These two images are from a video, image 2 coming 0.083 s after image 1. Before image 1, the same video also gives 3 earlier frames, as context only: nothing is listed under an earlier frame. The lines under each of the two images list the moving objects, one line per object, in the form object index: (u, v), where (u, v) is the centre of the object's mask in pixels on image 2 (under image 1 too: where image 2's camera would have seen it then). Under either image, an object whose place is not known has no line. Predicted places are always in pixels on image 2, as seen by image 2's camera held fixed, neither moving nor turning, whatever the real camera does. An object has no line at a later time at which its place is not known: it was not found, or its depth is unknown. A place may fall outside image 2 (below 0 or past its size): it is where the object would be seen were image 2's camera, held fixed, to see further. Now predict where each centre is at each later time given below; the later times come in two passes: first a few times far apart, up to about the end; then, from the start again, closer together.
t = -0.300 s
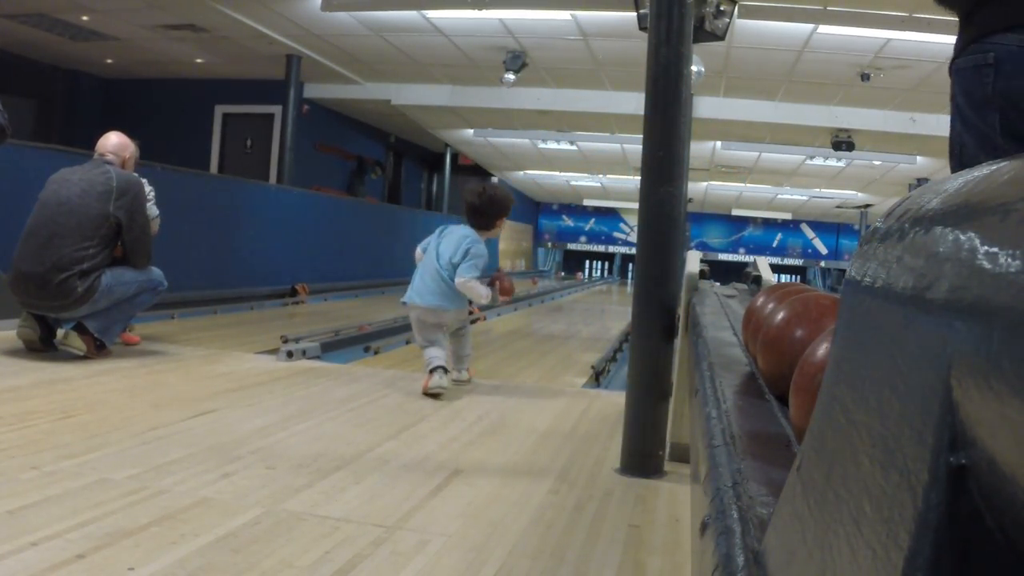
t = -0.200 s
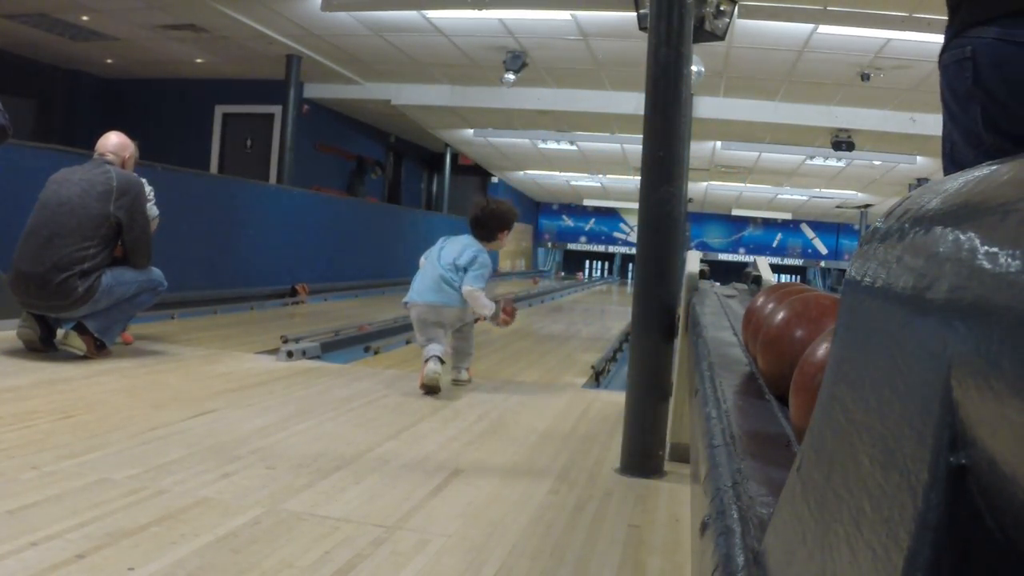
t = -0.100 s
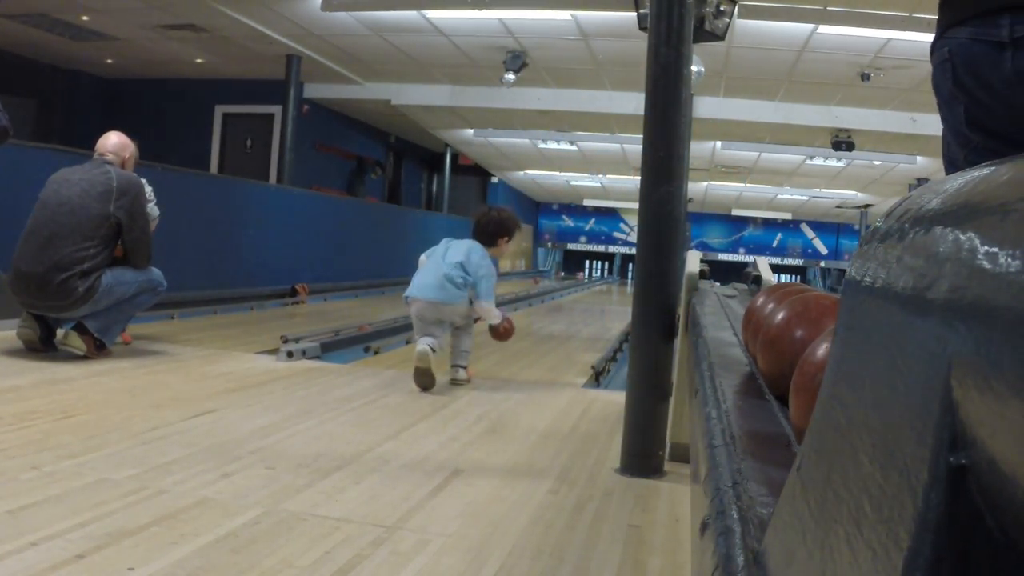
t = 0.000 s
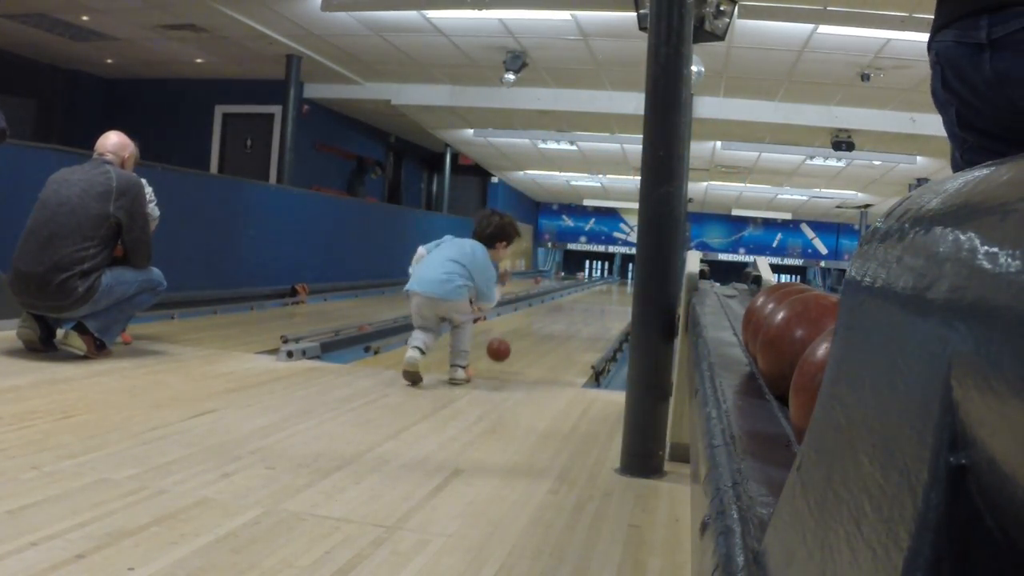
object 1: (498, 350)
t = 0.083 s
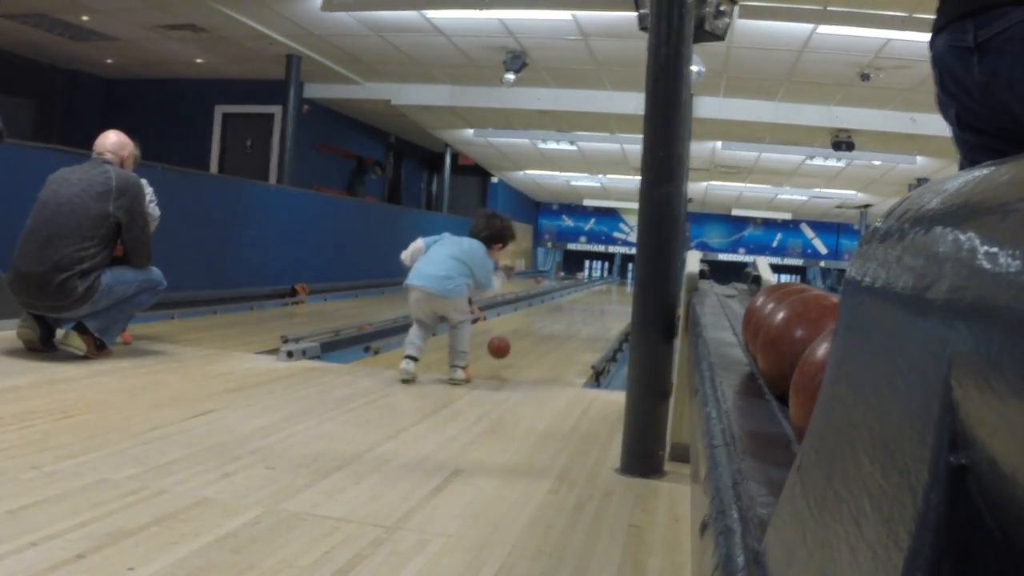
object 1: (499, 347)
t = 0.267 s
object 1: (500, 346)
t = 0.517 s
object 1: (505, 336)
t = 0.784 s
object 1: (508, 328)
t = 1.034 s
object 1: (511, 321)
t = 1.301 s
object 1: (513, 316)
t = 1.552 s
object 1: (515, 311)
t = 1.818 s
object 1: (516, 307)
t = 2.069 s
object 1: (531, 304)
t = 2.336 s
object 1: (544, 302)
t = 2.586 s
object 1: (555, 300)
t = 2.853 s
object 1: (566, 299)
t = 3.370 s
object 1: (585, 296)
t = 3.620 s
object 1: (592, 295)
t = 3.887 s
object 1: (600, 294)
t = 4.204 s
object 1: (608, 292)
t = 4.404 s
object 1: (614, 292)
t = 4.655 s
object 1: (619, 291)
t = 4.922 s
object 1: (626, 290)
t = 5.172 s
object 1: (630, 289)
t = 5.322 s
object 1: (630, 289)
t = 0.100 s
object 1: (499, 345)
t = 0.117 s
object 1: (499, 344)
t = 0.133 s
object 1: (499, 343)
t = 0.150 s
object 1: (500, 342)
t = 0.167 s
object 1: (500, 343)
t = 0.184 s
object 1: (500, 343)
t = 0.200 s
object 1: (500, 345)
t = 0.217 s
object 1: (500, 347)
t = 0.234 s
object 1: (500, 347)
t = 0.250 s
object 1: (500, 346)
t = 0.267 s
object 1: (500, 346)
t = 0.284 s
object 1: (501, 345)
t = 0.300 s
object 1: (501, 345)
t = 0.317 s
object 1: (501, 344)
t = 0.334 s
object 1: (502, 343)
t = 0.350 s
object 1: (502, 342)
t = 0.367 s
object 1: (502, 342)
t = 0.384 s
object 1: (503, 341)
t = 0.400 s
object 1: (503, 341)
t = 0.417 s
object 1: (503, 340)
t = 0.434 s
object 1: (503, 339)
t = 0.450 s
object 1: (503, 339)
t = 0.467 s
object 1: (504, 338)
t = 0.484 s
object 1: (504, 338)
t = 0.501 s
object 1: (504, 337)
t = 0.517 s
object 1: (505, 336)
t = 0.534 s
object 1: (505, 336)
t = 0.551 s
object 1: (505, 335)
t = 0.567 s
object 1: (505, 335)
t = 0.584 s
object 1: (506, 334)
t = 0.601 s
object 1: (506, 333)
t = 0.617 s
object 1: (506, 333)
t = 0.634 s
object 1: (506, 332)
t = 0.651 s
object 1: (507, 332)
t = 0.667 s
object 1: (507, 331)
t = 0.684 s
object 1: (507, 331)
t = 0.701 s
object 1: (507, 330)
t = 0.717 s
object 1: (507, 330)
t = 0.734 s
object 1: (507, 329)
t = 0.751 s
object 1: (508, 329)
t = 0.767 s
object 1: (508, 328)
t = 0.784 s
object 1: (508, 328)
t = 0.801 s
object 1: (508, 327)
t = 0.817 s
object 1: (508, 327)
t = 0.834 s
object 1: (509, 326)
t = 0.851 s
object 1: (509, 326)
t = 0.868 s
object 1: (509, 326)
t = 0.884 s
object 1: (509, 325)
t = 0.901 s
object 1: (509, 325)
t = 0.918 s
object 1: (510, 324)
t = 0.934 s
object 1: (510, 323)
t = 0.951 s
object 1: (510, 323)
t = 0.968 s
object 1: (510, 323)
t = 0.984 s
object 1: (510, 322)
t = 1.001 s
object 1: (511, 322)
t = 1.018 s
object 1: (511, 322)
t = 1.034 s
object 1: (511, 321)
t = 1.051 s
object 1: (511, 321)
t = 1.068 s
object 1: (511, 320)
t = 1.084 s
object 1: (511, 320)
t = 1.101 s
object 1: (511, 320)
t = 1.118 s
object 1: (511, 319)
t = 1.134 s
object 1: (512, 319)
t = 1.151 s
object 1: (512, 319)
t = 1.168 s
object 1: (512, 318)
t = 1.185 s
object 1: (512, 318)
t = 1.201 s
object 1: (512, 318)
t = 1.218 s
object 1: (512, 317)
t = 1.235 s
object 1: (512, 317)
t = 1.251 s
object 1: (513, 317)
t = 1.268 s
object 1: (513, 316)
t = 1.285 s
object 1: (513, 316)
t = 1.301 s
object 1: (513, 316)
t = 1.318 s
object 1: (513, 315)
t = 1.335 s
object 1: (513, 315)
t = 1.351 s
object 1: (513, 315)
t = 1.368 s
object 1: (513, 314)
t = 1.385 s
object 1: (514, 314)
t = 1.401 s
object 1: (514, 314)
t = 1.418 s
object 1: (514, 313)
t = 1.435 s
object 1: (514, 313)
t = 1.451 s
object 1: (514, 313)
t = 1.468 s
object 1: (514, 313)
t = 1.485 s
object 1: (514, 312)
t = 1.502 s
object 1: (514, 312)
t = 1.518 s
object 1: (514, 312)
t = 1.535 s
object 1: (515, 311)
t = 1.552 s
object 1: (515, 311)
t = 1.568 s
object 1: (515, 311)
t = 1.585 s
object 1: (515, 310)
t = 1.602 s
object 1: (515, 310)
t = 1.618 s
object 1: (515, 310)
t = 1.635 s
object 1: (515, 310)
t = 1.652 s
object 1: (516, 309)
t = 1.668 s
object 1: (516, 309)
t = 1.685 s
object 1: (516, 309)
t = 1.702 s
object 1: (516, 308)
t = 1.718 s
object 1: (516, 308)
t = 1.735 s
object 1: (516, 308)
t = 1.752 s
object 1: (516, 308)
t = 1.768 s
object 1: (516, 307)
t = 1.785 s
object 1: (516, 307)
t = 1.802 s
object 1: (516, 307)
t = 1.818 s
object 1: (516, 307)
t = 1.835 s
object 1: (517, 306)
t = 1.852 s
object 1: (518, 306)
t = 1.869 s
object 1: (519, 306)
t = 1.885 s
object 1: (520, 306)
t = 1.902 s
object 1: (521, 306)
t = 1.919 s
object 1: (522, 306)
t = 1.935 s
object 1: (523, 305)
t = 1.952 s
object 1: (524, 305)
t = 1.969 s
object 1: (525, 305)
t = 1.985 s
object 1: (526, 305)
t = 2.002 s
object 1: (527, 305)
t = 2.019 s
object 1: (528, 305)
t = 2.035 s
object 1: (529, 305)
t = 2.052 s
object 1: (530, 304)
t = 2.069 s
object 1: (531, 304)
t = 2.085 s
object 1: (531, 304)
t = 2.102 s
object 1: (532, 304)
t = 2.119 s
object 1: (533, 304)
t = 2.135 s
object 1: (534, 303)
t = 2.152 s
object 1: (535, 303)
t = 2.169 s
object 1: (536, 303)
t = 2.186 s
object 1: (537, 303)
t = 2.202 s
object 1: (537, 303)
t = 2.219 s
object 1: (538, 303)
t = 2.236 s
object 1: (539, 303)
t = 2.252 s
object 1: (540, 303)
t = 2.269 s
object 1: (541, 303)
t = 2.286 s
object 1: (542, 302)
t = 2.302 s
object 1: (543, 302)
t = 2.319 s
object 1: (543, 302)
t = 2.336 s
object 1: (544, 302)
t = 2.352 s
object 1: (545, 302)
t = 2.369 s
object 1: (546, 302)
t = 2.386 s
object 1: (546, 302)
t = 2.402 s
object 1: (547, 301)
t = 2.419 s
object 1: (547, 301)
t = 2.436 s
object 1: (548, 301)
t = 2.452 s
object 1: (549, 301)
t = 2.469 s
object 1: (550, 301)
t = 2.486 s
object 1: (551, 301)
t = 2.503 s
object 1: (552, 301)
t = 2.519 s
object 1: (552, 301)
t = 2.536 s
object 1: (553, 301)
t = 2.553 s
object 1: (554, 301)
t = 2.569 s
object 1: (555, 300)
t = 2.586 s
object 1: (555, 300)
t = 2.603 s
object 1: (556, 300)
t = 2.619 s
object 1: (557, 300)
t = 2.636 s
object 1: (557, 300)
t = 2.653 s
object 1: (558, 300)
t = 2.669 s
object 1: (559, 300)
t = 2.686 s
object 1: (559, 300)
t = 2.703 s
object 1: (560, 300)
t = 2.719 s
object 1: (561, 300)
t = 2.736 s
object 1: (561, 300)
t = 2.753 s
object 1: (562, 299)
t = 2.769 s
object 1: (563, 299)
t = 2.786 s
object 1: (564, 299)
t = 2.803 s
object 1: (564, 299)
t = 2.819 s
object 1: (565, 299)
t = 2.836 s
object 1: (566, 299)
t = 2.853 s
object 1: (566, 299)
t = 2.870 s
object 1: (567, 299)
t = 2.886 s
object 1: (568, 299)
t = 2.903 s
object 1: (568, 299)
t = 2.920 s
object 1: (569, 298)
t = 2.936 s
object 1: (570, 299)
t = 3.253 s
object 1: (581, 297)
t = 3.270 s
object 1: (581, 296)
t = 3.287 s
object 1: (582, 296)
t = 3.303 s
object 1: (582, 296)
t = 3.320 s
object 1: (583, 296)
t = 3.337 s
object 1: (584, 296)
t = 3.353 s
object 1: (584, 296)
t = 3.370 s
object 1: (585, 296)
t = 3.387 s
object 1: (585, 296)
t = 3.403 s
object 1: (586, 296)
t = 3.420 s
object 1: (586, 296)
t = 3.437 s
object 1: (587, 296)
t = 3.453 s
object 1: (587, 296)
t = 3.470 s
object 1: (588, 295)
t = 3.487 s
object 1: (588, 296)
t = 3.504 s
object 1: (589, 295)
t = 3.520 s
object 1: (589, 295)
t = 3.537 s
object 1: (590, 295)
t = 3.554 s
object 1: (591, 295)
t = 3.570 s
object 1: (591, 295)
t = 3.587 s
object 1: (591, 295)
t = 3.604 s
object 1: (592, 295)
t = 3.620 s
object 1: (592, 295)
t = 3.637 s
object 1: (593, 295)
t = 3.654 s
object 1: (593, 295)
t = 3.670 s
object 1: (594, 295)
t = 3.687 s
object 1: (594, 295)
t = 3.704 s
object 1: (595, 295)
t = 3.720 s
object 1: (596, 294)
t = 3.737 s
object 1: (596, 294)
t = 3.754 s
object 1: (597, 294)
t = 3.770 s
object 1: (597, 294)
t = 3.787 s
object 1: (597, 294)
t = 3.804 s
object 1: (598, 294)
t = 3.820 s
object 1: (598, 294)
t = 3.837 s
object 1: (598, 294)
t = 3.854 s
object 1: (599, 294)
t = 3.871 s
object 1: (599, 294)
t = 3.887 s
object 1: (600, 294)
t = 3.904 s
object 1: (600, 294)
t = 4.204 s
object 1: (608, 292)
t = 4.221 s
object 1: (609, 292)
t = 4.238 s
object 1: (609, 292)
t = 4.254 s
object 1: (610, 292)
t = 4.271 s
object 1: (610, 292)
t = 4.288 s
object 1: (610, 292)
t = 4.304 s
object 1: (611, 292)
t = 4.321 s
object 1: (611, 292)
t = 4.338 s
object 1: (611, 292)
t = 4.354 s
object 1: (612, 292)
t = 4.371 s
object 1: (612, 291)
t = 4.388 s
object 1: (613, 292)
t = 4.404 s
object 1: (614, 292)
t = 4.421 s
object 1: (614, 291)
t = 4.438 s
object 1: (614, 291)
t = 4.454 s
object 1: (615, 291)
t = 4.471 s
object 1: (615, 291)
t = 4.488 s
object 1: (616, 291)
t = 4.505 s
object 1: (616, 291)
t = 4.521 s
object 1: (617, 291)
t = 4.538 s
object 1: (617, 291)
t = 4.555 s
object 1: (617, 291)
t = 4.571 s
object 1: (617, 291)
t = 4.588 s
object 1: (618, 291)
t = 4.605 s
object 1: (618, 291)
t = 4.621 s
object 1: (619, 291)
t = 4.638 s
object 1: (619, 291)
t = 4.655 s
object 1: (619, 291)
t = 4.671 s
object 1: (619, 291)
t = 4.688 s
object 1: (620, 291)
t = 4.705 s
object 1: (620, 291)
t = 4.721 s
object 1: (621, 291)
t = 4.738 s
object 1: (621, 291)
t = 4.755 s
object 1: (622, 291)
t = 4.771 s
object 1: (622, 291)
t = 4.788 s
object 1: (622, 291)
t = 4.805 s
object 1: (623, 291)
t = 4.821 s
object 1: (623, 291)
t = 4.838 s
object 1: (624, 291)
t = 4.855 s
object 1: (624, 291)
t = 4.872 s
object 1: (625, 291)
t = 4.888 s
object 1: (625, 290)
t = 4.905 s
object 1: (626, 290)
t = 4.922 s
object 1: (626, 290)
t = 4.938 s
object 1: (626, 290)
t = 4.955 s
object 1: (626, 290)
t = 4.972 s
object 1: (627, 290)
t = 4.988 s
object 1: (627, 290)
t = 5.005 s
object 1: (627, 290)
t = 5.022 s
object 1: (628, 289)
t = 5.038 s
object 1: (628, 290)
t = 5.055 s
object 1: (629, 290)
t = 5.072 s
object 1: (629, 289)
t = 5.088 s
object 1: (629, 290)
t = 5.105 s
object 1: (630, 290)
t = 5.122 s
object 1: (630, 289)
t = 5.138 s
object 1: (630, 290)
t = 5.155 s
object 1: (630, 290)
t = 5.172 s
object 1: (630, 289)
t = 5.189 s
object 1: (630, 289)
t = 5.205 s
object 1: (630, 289)
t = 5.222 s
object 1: (630, 290)
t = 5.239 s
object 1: (630, 290)
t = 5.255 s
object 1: (630, 289)
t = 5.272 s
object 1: (630, 289)
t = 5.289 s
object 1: (630, 289)
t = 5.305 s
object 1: (630, 289)
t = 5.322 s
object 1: (630, 289)
